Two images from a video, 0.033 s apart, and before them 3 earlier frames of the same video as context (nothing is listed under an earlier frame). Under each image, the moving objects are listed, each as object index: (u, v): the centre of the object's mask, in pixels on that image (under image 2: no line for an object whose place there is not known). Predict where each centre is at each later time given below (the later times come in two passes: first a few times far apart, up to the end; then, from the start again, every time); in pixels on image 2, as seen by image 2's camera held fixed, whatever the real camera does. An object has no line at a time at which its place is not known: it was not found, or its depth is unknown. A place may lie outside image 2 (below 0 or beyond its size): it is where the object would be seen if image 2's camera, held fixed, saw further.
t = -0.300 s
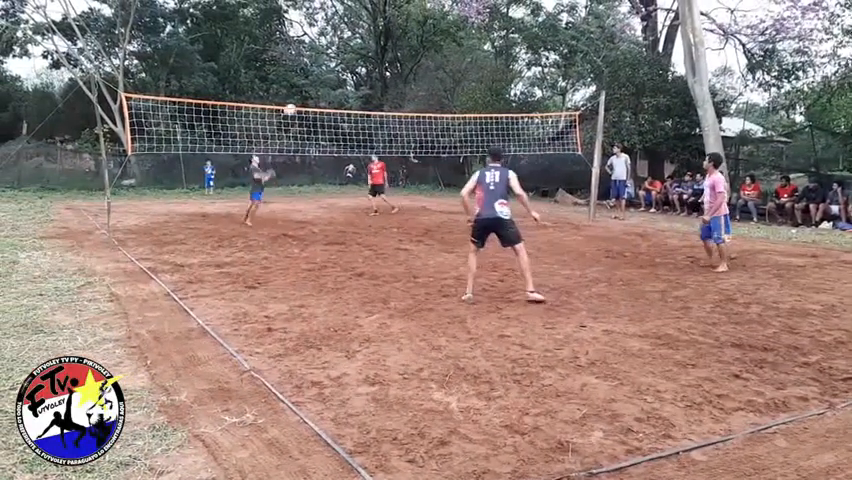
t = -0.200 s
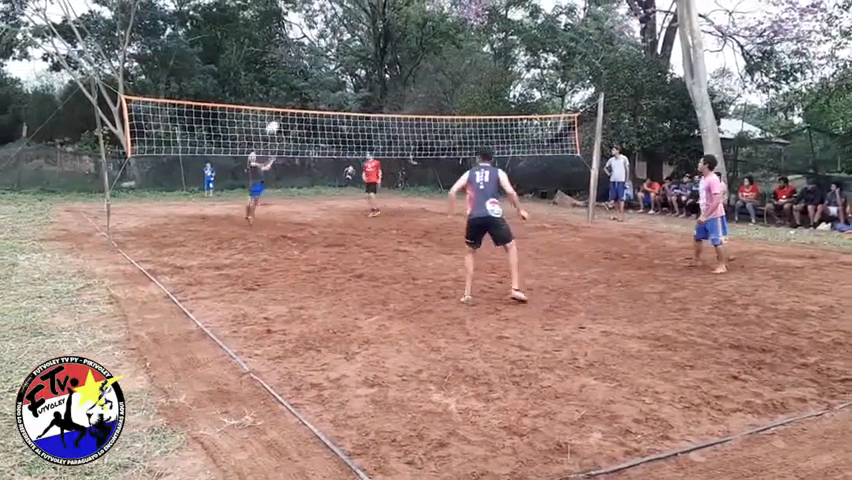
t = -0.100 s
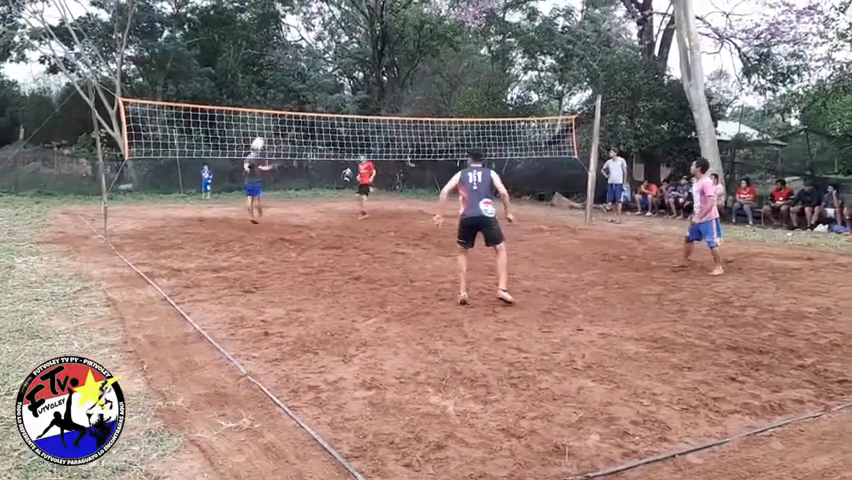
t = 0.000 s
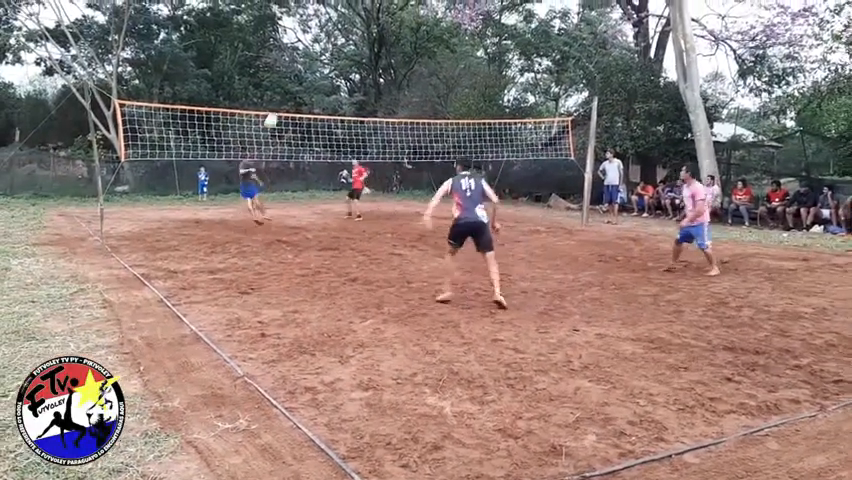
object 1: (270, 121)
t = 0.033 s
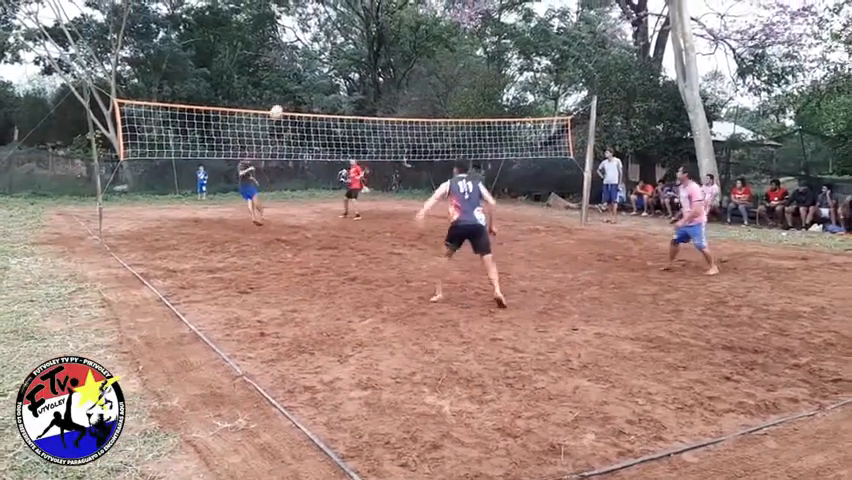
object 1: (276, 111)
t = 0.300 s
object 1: (329, 62)
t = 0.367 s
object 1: (345, 54)
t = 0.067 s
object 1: (281, 105)
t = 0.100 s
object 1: (288, 97)
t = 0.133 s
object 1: (294, 91)
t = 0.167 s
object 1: (301, 85)
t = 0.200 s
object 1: (307, 79)
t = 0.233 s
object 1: (314, 73)
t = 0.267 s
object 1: (321, 67)
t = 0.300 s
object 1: (329, 62)
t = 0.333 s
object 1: (337, 59)
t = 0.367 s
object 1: (345, 54)
